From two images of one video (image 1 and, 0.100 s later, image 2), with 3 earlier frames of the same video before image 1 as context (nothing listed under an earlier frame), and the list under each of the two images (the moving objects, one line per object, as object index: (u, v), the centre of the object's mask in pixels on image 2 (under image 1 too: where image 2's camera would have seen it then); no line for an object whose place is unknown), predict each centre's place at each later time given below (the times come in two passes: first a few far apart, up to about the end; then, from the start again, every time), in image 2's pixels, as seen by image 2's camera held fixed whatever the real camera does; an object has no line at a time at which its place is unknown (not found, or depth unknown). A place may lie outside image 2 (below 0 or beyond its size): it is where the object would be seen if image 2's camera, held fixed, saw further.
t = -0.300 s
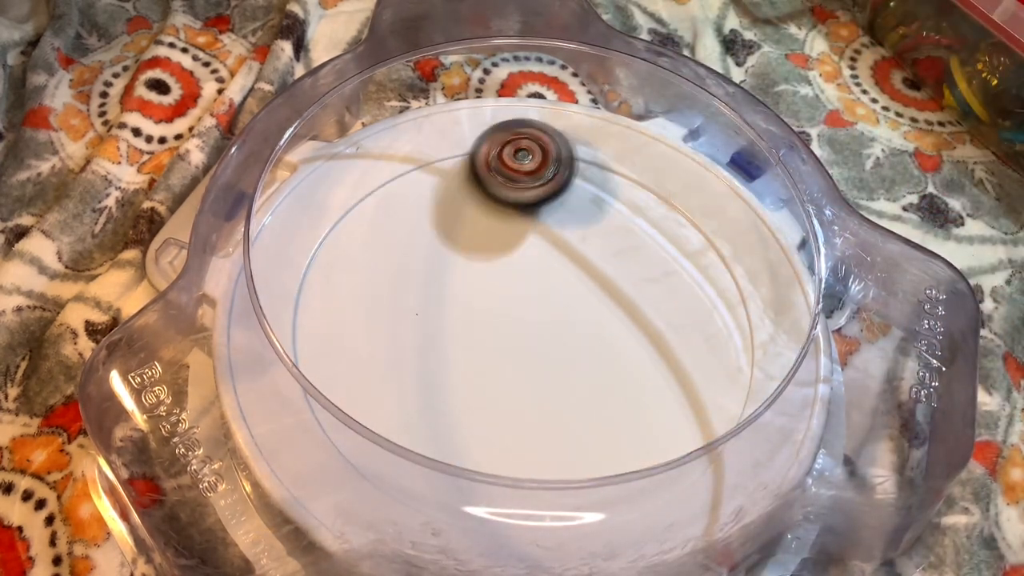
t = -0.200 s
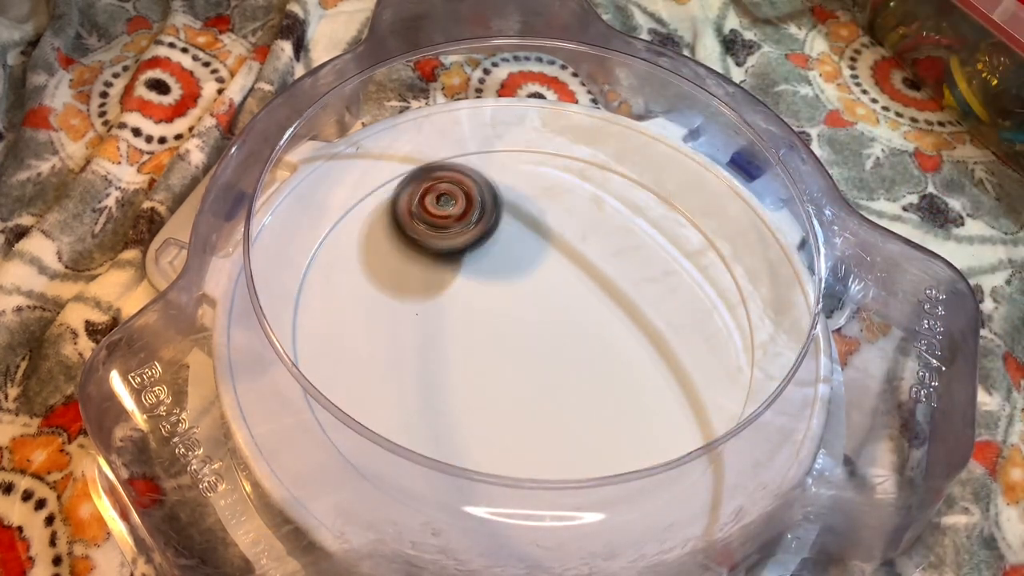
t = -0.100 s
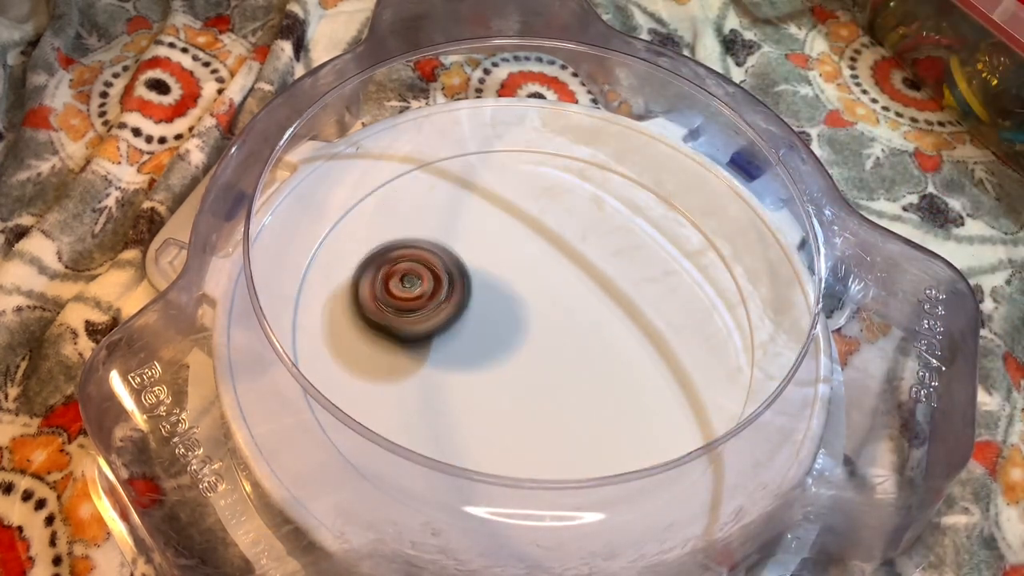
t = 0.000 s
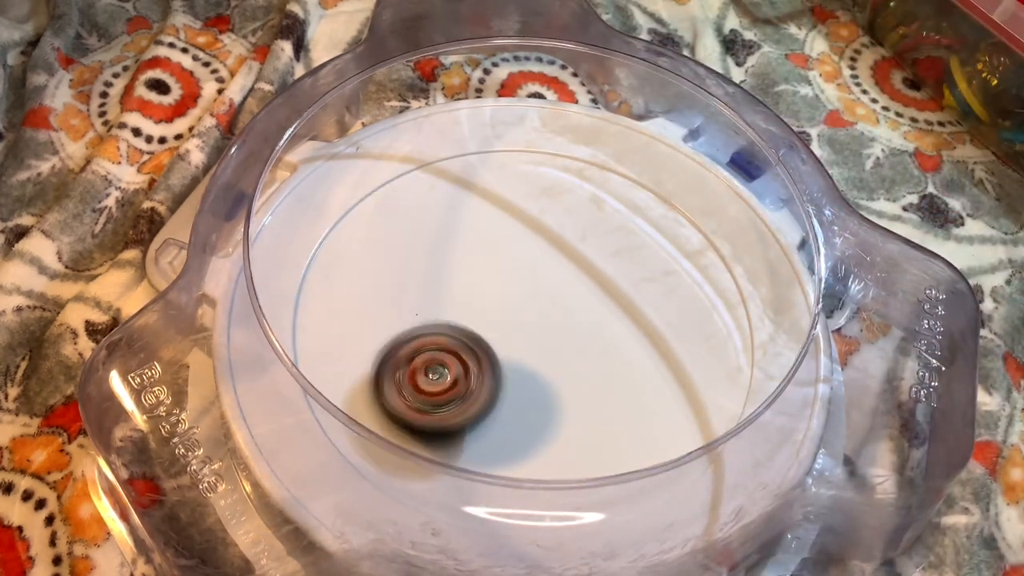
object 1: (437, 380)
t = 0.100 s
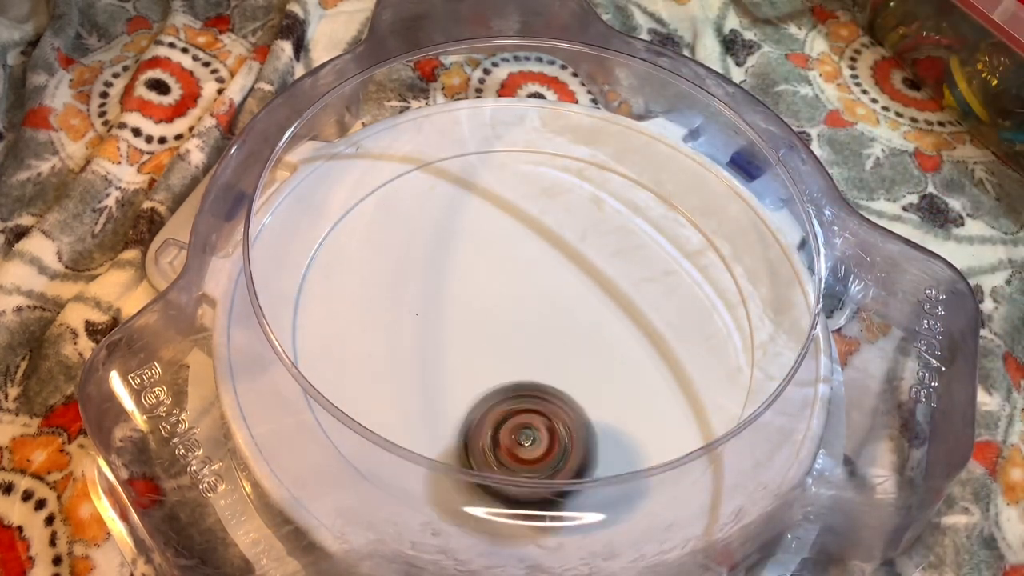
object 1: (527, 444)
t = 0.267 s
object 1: (704, 413)
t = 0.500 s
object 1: (676, 239)
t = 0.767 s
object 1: (439, 245)
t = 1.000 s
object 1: (416, 424)
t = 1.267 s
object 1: (657, 424)
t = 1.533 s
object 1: (580, 244)
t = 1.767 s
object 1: (394, 253)
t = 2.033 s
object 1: (431, 413)
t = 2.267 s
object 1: (597, 357)
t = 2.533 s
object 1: (518, 219)
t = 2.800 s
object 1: (414, 289)
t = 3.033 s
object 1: (525, 344)
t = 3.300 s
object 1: (562, 275)
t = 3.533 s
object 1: (530, 274)
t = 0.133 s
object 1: (565, 452)
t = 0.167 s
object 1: (605, 454)
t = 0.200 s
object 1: (643, 447)
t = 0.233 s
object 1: (677, 433)
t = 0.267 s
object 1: (704, 413)
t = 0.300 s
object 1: (723, 388)
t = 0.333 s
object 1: (734, 361)
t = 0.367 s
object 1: (737, 333)
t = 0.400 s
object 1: (732, 306)
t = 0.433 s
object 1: (720, 280)
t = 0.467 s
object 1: (700, 257)
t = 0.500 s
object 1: (676, 239)
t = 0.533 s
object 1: (650, 224)
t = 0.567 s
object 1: (619, 213)
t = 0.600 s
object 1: (588, 207)
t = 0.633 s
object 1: (556, 206)
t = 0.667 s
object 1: (524, 210)
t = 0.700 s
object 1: (493, 217)
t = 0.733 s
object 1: (464, 229)
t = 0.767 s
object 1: (439, 245)
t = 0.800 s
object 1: (417, 265)
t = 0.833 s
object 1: (400, 288)
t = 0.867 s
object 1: (389, 315)
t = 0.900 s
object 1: (384, 343)
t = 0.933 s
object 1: (387, 371)
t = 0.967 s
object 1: (399, 398)
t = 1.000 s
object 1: (416, 424)
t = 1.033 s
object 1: (440, 446)
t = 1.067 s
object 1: (471, 462)
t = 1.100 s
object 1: (505, 473)
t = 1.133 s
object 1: (542, 477)
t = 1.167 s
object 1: (577, 474)
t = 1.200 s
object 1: (610, 462)
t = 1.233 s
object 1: (636, 444)
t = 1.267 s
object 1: (657, 424)
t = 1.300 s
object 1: (669, 398)
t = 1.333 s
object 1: (675, 372)
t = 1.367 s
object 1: (672, 346)
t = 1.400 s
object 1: (663, 320)
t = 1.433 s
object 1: (647, 297)
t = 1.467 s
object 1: (628, 276)
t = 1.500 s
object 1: (605, 258)
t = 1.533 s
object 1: (580, 244)
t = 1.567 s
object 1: (553, 232)
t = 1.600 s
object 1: (524, 225)
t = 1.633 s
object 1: (495, 224)
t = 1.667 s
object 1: (467, 224)
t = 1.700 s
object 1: (440, 231)
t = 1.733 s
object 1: (415, 240)
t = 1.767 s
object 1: (394, 253)
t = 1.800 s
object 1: (377, 270)
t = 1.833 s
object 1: (364, 291)
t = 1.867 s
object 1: (359, 314)
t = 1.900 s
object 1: (358, 337)
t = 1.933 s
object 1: (367, 360)
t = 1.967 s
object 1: (384, 381)
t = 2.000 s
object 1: (407, 397)
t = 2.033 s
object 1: (431, 413)
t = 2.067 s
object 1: (461, 419)
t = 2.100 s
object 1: (489, 422)
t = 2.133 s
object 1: (519, 420)
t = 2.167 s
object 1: (545, 410)
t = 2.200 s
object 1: (567, 395)
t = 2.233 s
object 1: (584, 378)
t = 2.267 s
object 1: (597, 357)
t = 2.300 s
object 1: (603, 336)
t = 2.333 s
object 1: (602, 313)
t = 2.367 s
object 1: (597, 291)
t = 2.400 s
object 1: (588, 271)
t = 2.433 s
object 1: (575, 253)
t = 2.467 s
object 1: (557, 239)
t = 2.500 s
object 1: (538, 227)
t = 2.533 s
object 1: (518, 219)
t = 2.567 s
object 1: (496, 215)
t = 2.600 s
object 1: (474, 215)
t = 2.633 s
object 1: (455, 220)
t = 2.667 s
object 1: (438, 229)
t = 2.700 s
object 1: (425, 241)
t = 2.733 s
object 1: (416, 256)
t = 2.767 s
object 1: (413, 273)
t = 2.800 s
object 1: (414, 289)
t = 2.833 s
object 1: (421, 306)
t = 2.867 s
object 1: (432, 321)
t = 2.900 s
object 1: (448, 333)
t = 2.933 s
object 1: (466, 341)
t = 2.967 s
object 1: (486, 346)
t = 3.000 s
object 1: (506, 347)
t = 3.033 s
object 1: (525, 344)
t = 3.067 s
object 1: (541, 338)
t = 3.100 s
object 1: (556, 330)
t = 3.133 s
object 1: (565, 319)
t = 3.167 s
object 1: (571, 308)
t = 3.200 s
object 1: (573, 296)
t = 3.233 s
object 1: (571, 286)
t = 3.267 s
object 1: (566, 279)
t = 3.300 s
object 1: (562, 275)
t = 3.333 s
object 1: (557, 272)
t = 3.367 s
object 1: (552, 271)
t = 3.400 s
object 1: (548, 270)
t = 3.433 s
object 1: (543, 270)
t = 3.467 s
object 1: (538, 271)
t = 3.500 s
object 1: (534, 273)
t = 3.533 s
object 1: (530, 274)
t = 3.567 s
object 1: (527, 277)
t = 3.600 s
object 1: (525, 280)
